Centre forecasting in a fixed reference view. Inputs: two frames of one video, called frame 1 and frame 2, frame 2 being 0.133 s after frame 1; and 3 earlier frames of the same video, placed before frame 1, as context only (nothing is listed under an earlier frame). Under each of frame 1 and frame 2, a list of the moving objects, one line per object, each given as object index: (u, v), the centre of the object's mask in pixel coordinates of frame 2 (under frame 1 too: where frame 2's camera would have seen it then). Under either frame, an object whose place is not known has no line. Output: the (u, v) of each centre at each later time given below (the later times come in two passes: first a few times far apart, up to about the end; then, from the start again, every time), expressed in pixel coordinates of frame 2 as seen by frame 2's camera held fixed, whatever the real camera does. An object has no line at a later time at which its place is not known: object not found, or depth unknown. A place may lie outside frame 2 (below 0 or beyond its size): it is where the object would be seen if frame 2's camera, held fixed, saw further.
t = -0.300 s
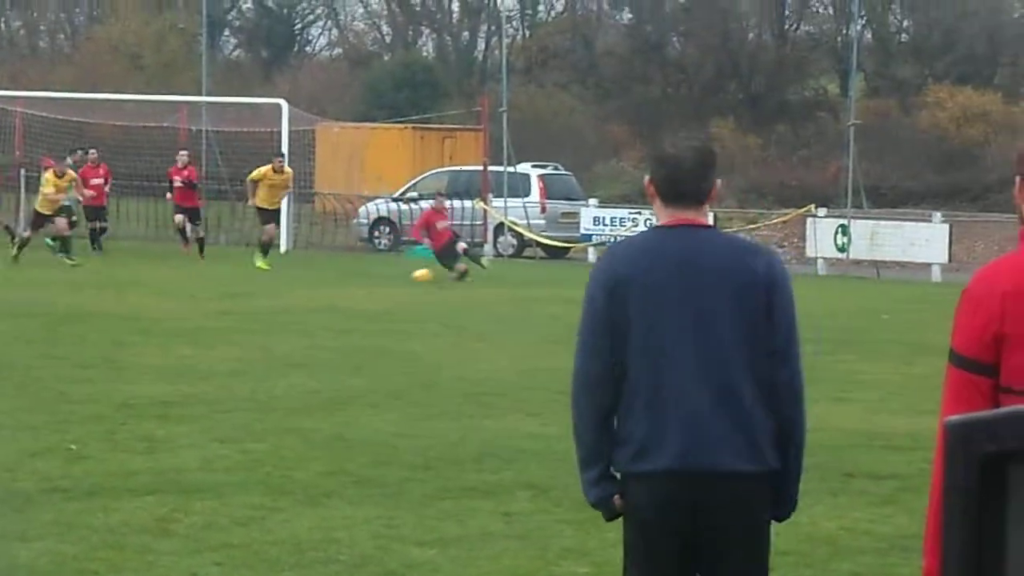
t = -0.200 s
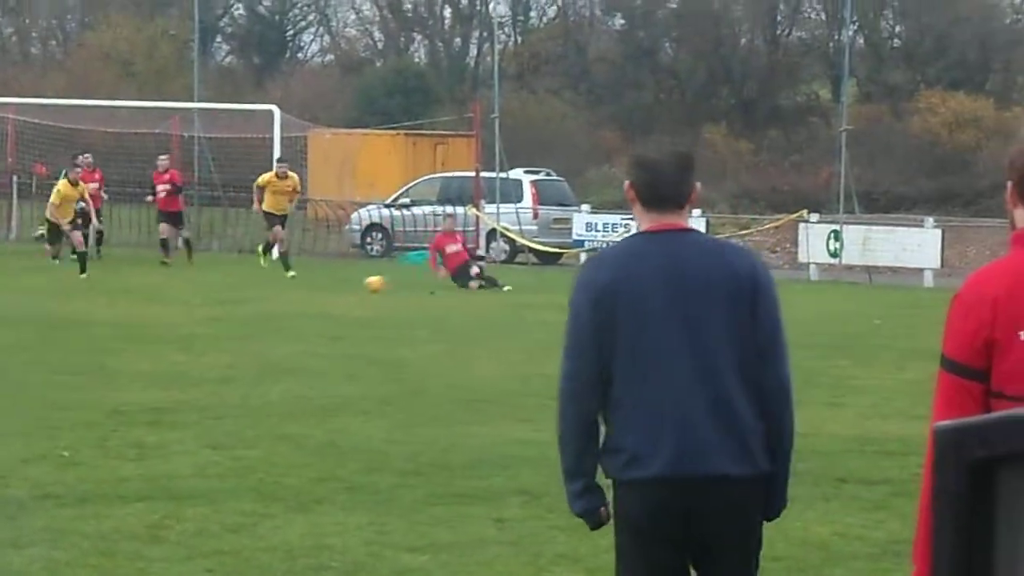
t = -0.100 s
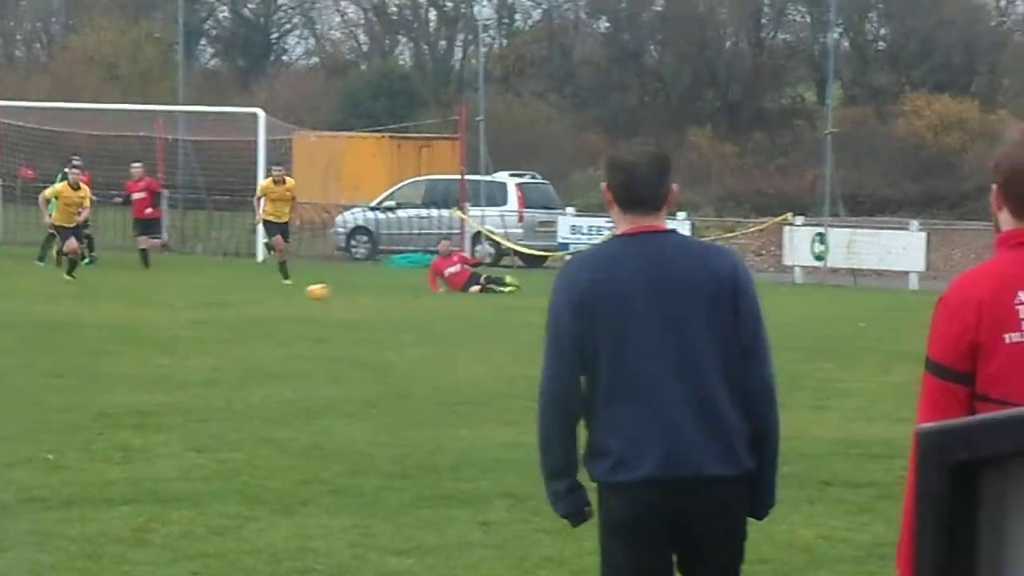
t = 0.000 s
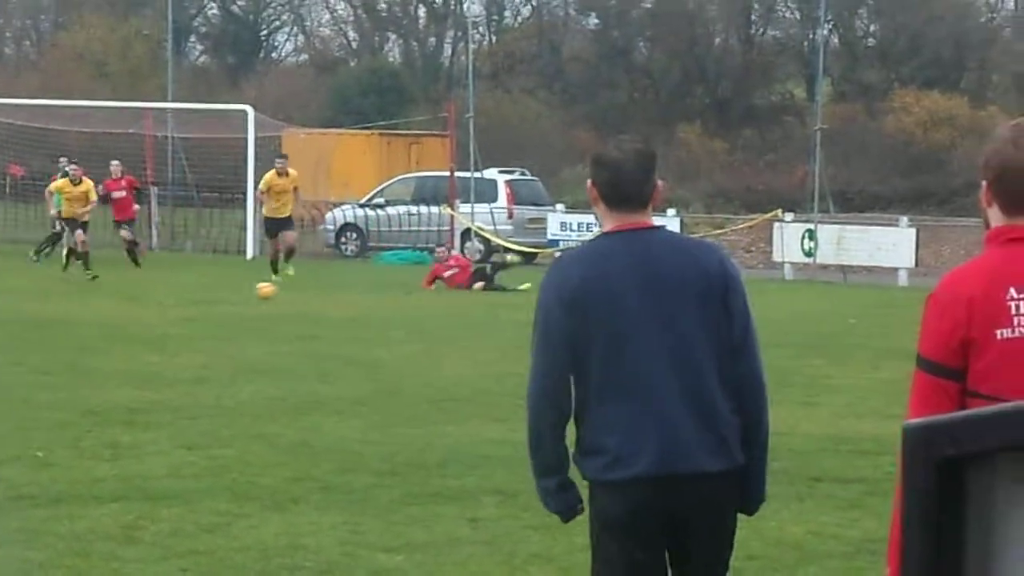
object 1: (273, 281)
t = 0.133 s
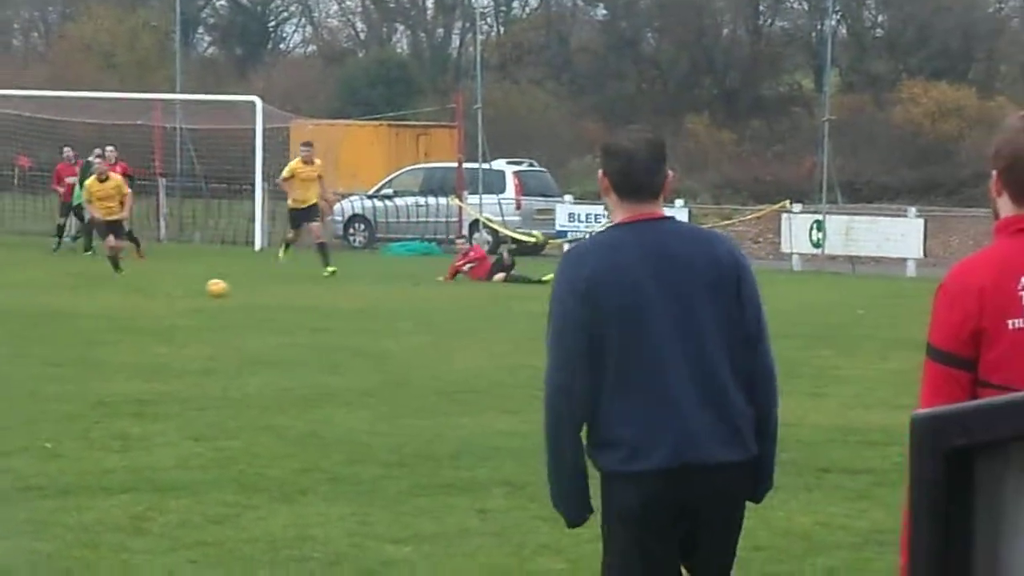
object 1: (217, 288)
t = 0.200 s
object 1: (188, 290)
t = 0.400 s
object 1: (105, 296)
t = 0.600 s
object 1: (28, 300)
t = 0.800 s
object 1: (-31, 306)
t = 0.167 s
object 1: (202, 289)
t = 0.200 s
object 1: (188, 290)
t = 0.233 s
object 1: (174, 291)
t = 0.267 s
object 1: (161, 291)
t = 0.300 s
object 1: (147, 291)
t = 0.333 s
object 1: (133, 293)
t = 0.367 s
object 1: (119, 294)
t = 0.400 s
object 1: (105, 296)
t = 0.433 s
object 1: (93, 296)
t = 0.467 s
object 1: (80, 295)
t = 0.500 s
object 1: (68, 295)
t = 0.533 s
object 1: (55, 296)
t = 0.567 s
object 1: (41, 299)
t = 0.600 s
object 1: (28, 300)
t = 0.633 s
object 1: (19, 299)
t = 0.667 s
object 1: (5, 298)
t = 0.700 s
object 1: (-6, 299)
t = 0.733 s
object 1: (-15, 300)
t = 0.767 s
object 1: (-21, 304)
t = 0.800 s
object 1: (-31, 306)
